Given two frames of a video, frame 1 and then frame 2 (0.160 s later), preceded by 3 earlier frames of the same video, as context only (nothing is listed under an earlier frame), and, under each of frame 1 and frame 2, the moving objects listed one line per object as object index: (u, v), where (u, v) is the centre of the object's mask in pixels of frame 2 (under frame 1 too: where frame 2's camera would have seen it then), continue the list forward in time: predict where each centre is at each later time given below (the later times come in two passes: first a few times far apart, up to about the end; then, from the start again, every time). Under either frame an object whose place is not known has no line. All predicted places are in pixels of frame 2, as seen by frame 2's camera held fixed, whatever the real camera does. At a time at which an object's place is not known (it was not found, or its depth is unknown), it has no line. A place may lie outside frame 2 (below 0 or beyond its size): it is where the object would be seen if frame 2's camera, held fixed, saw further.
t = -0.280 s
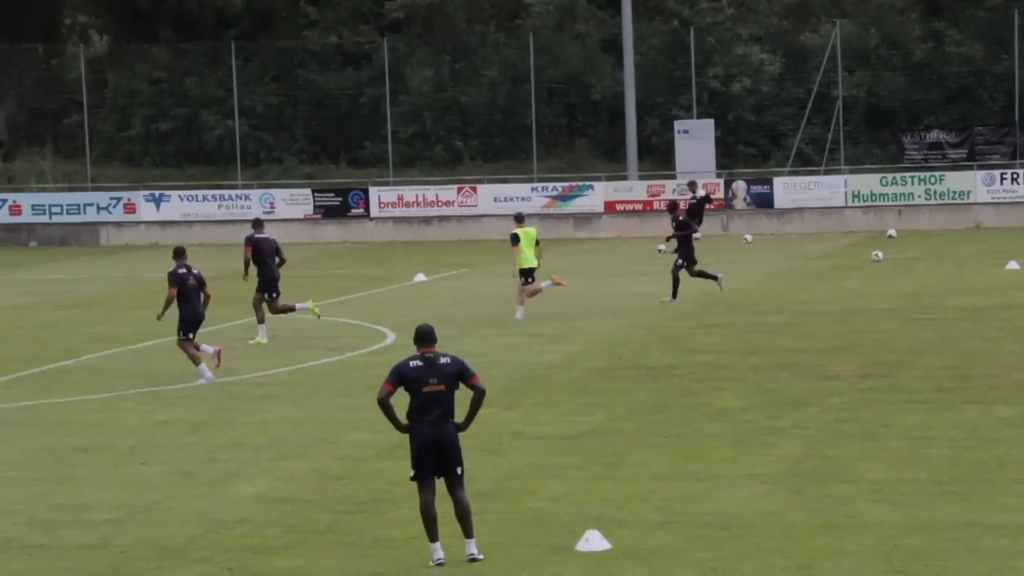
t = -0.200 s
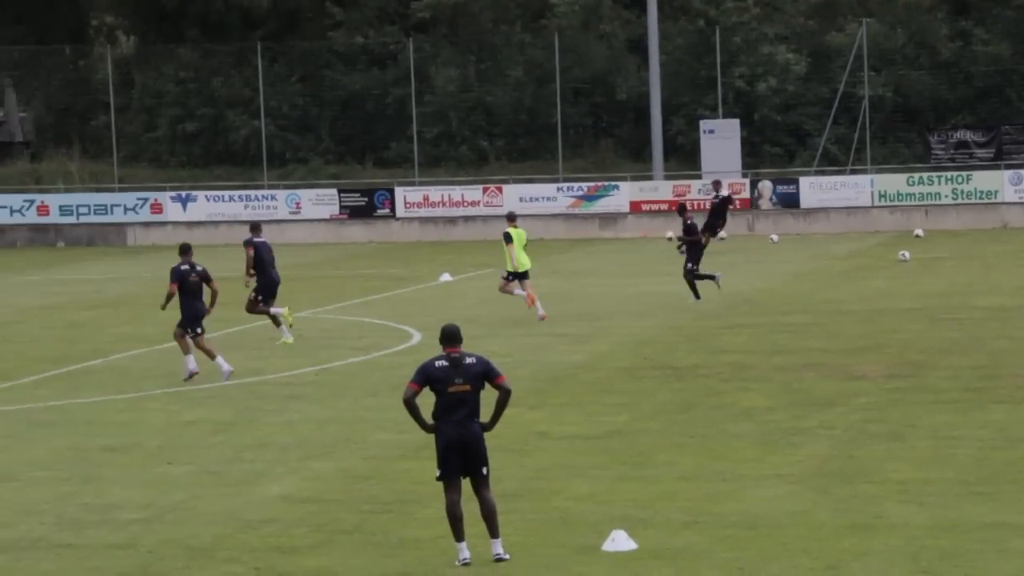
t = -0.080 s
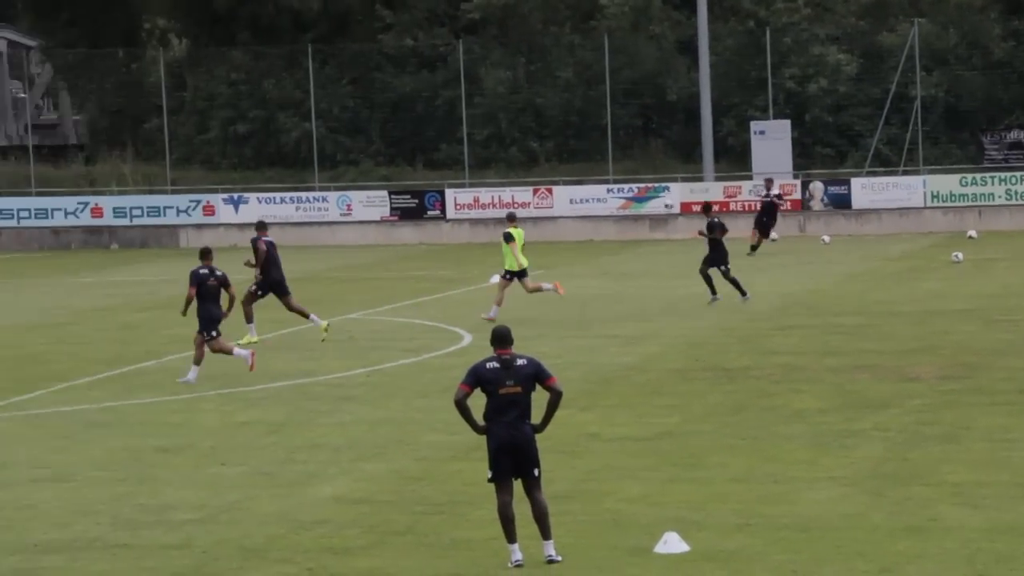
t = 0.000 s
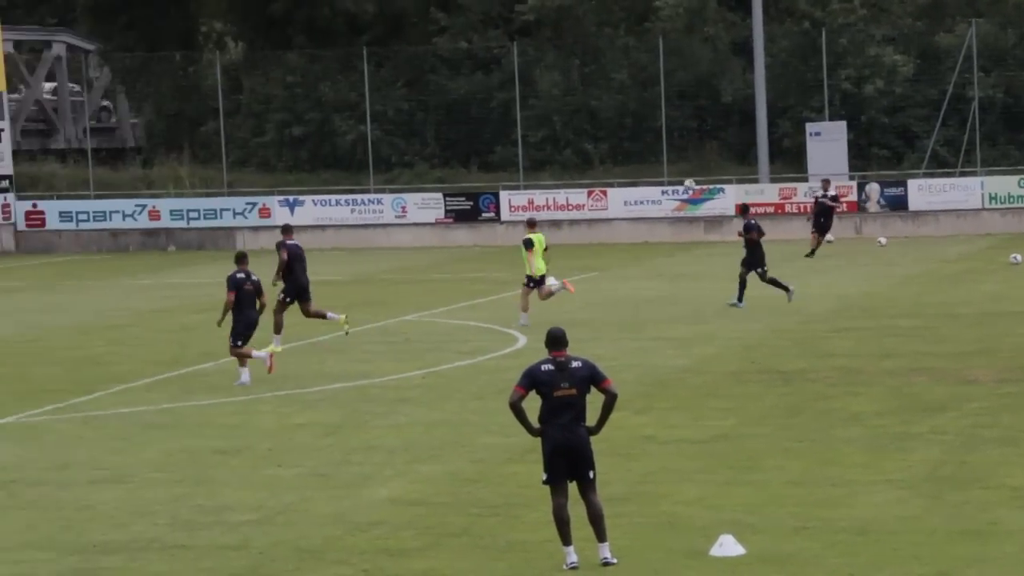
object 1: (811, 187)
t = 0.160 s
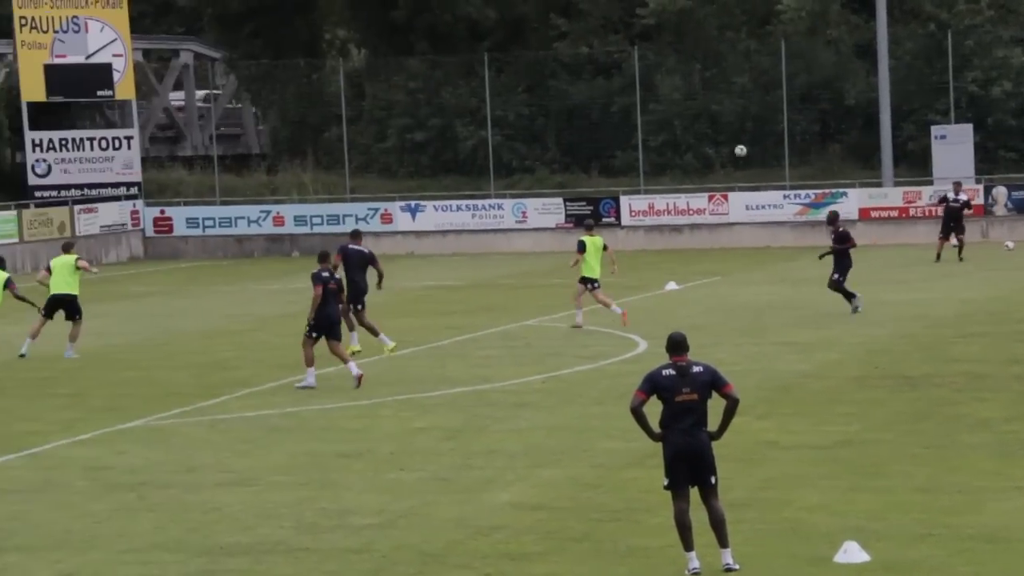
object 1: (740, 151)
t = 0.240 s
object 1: (704, 134)
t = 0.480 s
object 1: (593, 100)
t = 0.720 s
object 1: (478, 82)
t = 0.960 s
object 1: (354, 87)
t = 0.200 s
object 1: (722, 143)
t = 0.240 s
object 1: (704, 134)
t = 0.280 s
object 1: (686, 128)
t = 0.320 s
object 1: (668, 121)
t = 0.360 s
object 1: (649, 114)
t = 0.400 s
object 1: (631, 109)
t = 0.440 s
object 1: (612, 104)
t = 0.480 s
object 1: (593, 100)
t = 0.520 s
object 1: (574, 95)
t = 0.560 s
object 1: (556, 92)
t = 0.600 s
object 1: (536, 88)
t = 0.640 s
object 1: (517, 86)
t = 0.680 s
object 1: (498, 84)
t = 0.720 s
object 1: (478, 82)
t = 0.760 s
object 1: (458, 81)
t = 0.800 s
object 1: (438, 80)
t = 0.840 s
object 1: (417, 81)
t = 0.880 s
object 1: (396, 83)
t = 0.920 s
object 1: (375, 85)
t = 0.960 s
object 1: (354, 87)
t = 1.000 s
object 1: (332, 92)
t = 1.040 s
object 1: (310, 97)
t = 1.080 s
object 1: (288, 102)
